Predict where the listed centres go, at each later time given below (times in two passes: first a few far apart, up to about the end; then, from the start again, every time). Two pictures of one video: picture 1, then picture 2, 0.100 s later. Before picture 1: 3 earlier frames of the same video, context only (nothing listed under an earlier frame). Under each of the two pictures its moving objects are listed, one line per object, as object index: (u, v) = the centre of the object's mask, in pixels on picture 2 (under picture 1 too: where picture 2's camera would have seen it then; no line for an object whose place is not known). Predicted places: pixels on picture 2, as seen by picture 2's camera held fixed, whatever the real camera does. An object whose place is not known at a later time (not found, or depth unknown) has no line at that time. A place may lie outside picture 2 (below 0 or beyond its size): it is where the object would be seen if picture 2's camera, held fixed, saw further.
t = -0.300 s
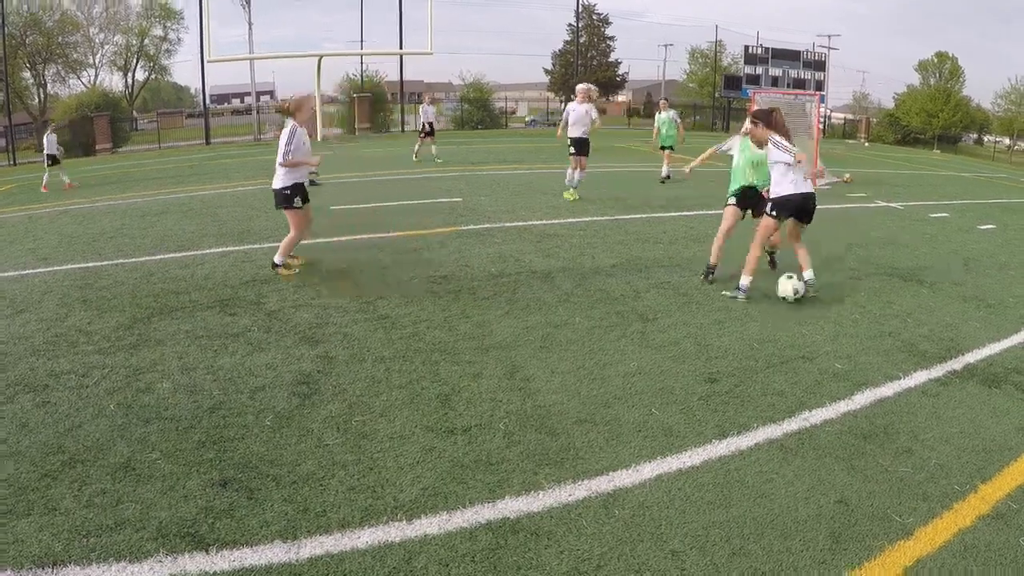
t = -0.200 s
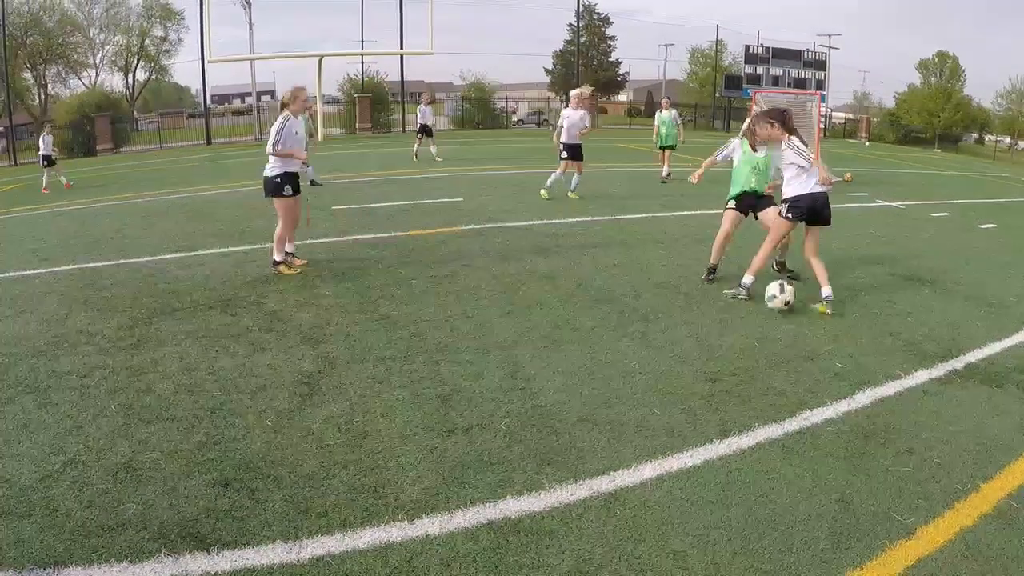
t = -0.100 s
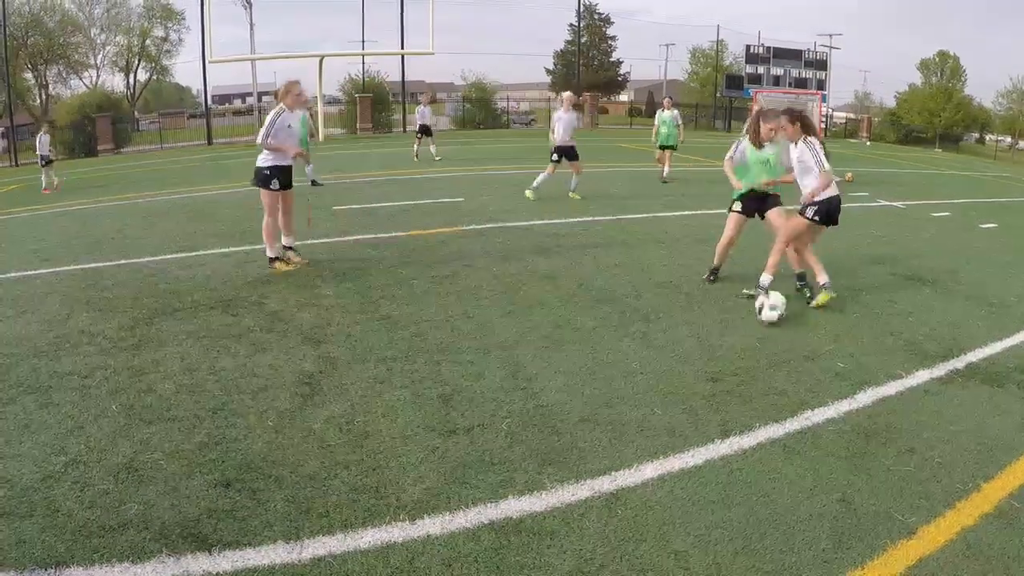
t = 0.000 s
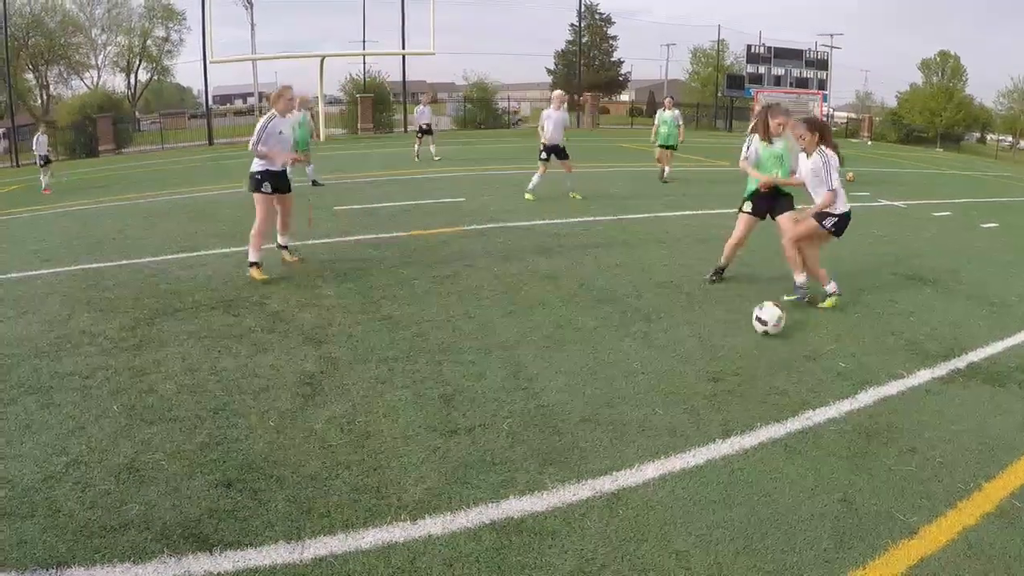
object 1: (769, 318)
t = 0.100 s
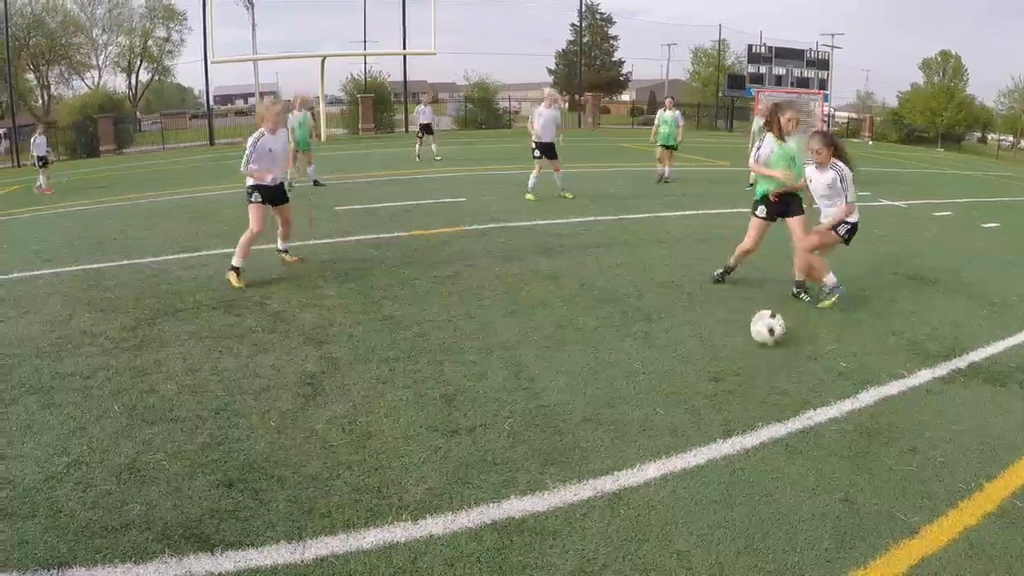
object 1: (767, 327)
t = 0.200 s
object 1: (765, 339)
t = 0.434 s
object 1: (761, 371)
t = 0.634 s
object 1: (759, 403)
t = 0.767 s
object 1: (756, 429)
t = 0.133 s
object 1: (766, 333)
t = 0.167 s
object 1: (766, 335)
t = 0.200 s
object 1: (765, 339)
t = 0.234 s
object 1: (765, 345)
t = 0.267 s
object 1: (764, 347)
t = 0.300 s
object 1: (763, 353)
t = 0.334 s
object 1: (763, 357)
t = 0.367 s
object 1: (763, 361)
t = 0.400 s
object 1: (762, 367)
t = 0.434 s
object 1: (761, 371)
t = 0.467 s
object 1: (761, 375)
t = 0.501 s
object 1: (760, 381)
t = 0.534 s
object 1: (760, 387)
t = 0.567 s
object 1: (759, 392)
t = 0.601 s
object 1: (759, 398)
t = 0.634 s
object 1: (759, 403)
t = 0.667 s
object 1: (758, 409)
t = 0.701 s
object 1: (758, 415)
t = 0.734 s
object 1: (757, 423)
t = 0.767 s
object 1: (756, 429)
